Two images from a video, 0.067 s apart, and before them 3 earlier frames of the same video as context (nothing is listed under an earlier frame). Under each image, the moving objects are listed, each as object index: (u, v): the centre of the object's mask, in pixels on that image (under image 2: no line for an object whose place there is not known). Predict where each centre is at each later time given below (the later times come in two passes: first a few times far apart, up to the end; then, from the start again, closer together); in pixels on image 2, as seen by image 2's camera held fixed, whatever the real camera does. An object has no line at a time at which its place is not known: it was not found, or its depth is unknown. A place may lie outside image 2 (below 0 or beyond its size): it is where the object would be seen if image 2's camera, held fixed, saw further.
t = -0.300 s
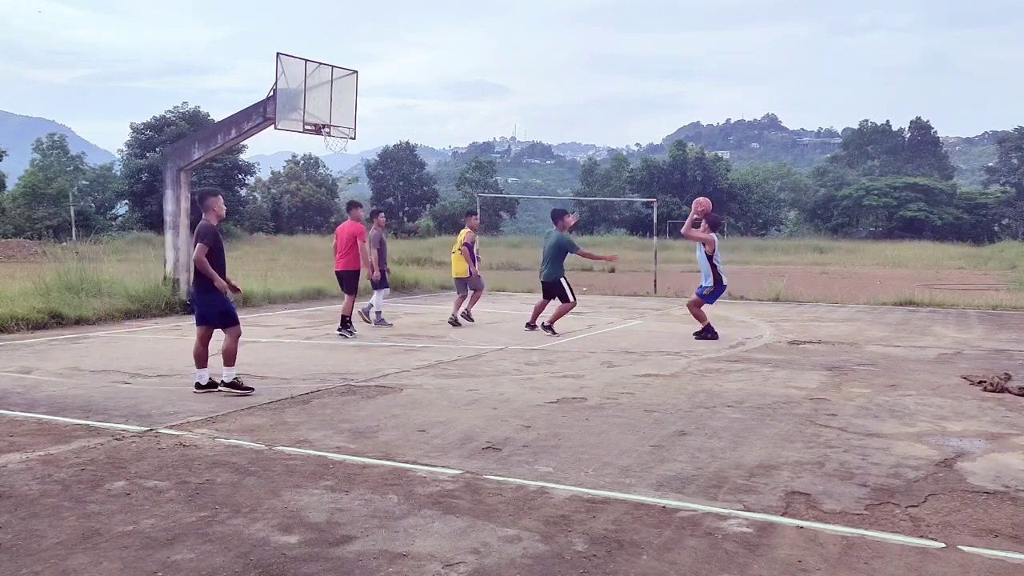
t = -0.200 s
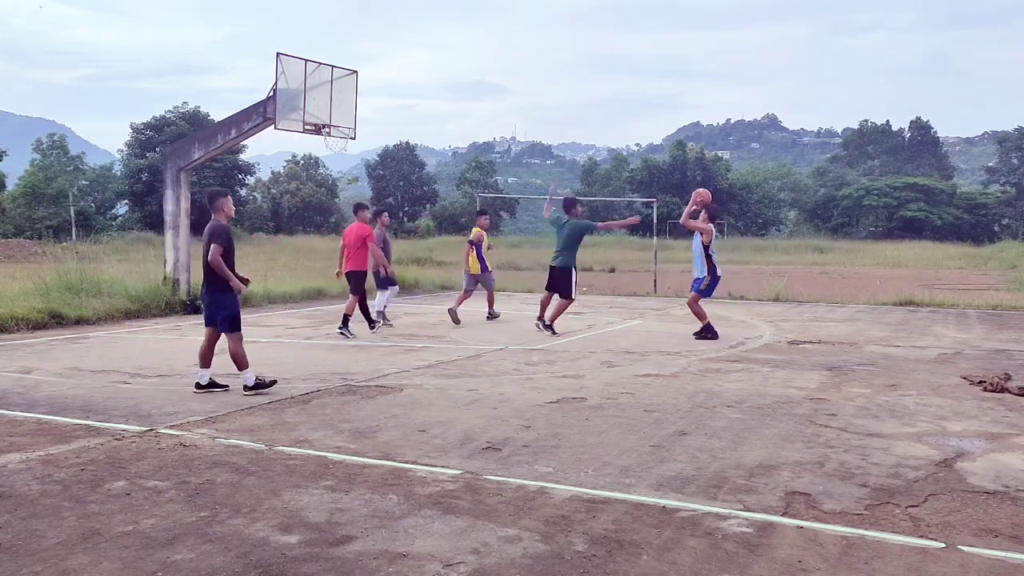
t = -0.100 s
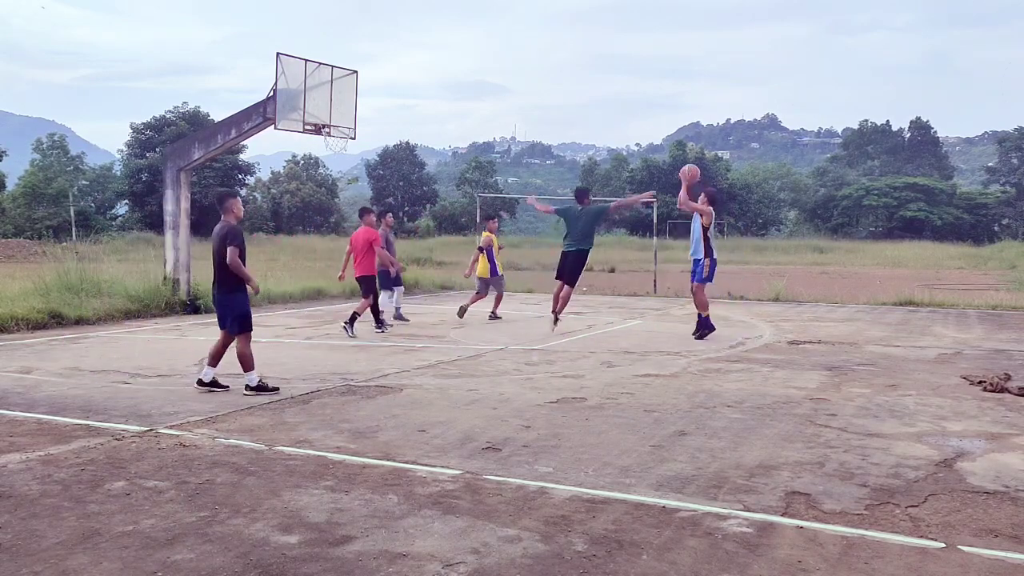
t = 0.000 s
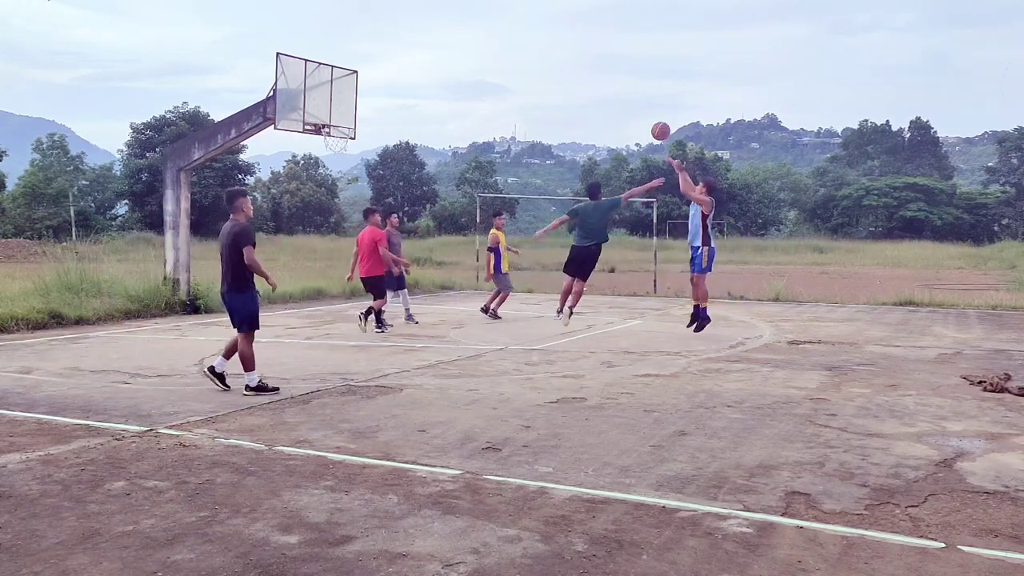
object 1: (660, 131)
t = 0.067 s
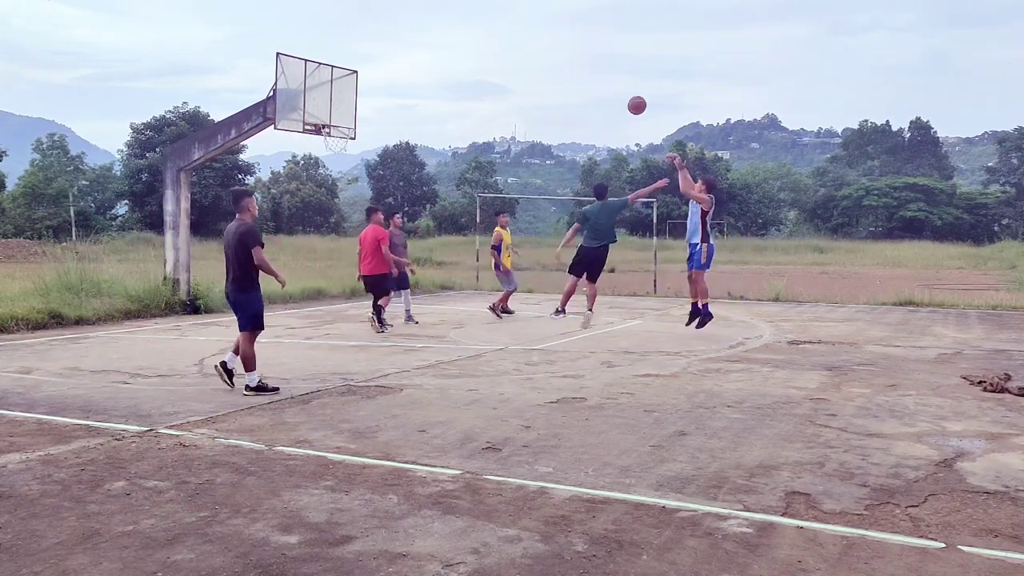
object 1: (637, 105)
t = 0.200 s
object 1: (590, 65)
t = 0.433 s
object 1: (514, 29)
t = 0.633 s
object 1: (453, 31)
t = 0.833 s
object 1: (395, 60)
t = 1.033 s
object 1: (342, 113)
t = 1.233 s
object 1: (317, 153)
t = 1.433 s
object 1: (306, 197)
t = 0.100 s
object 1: (625, 94)
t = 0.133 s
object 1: (613, 83)
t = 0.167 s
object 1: (602, 74)
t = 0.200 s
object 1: (590, 65)
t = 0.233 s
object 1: (579, 57)
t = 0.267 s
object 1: (568, 50)
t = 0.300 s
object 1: (557, 44)
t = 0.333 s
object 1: (546, 39)
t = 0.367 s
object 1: (535, 35)
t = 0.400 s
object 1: (524, 32)
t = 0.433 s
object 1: (514, 29)
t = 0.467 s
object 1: (503, 27)
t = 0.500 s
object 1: (493, 26)
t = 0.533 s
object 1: (483, 26)
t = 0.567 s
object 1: (473, 27)
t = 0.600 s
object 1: (463, 28)
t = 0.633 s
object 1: (453, 31)
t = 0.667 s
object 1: (443, 34)
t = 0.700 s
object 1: (433, 38)
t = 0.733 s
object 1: (424, 42)
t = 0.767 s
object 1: (414, 47)
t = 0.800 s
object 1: (405, 53)
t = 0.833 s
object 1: (395, 60)
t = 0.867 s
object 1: (386, 67)
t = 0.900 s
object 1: (377, 75)
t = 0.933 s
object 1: (368, 84)
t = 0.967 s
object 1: (360, 93)
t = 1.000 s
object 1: (351, 103)
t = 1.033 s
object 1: (342, 113)
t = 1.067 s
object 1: (334, 125)
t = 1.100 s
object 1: (326, 135)
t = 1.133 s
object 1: (323, 138)
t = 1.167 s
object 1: (321, 143)
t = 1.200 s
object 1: (320, 147)
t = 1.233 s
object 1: (317, 153)
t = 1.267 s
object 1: (316, 159)
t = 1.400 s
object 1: (309, 188)
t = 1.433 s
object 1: (306, 197)
